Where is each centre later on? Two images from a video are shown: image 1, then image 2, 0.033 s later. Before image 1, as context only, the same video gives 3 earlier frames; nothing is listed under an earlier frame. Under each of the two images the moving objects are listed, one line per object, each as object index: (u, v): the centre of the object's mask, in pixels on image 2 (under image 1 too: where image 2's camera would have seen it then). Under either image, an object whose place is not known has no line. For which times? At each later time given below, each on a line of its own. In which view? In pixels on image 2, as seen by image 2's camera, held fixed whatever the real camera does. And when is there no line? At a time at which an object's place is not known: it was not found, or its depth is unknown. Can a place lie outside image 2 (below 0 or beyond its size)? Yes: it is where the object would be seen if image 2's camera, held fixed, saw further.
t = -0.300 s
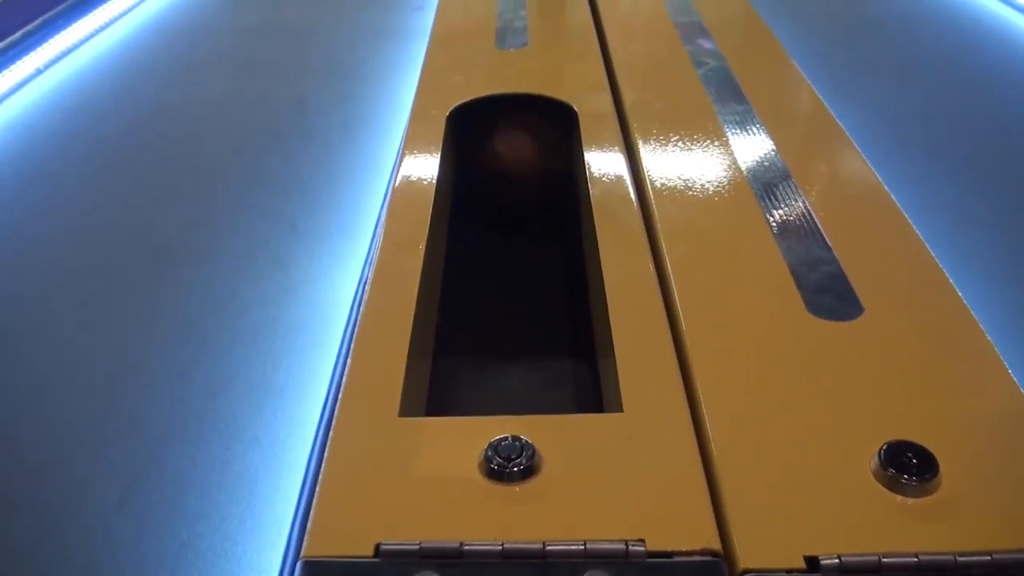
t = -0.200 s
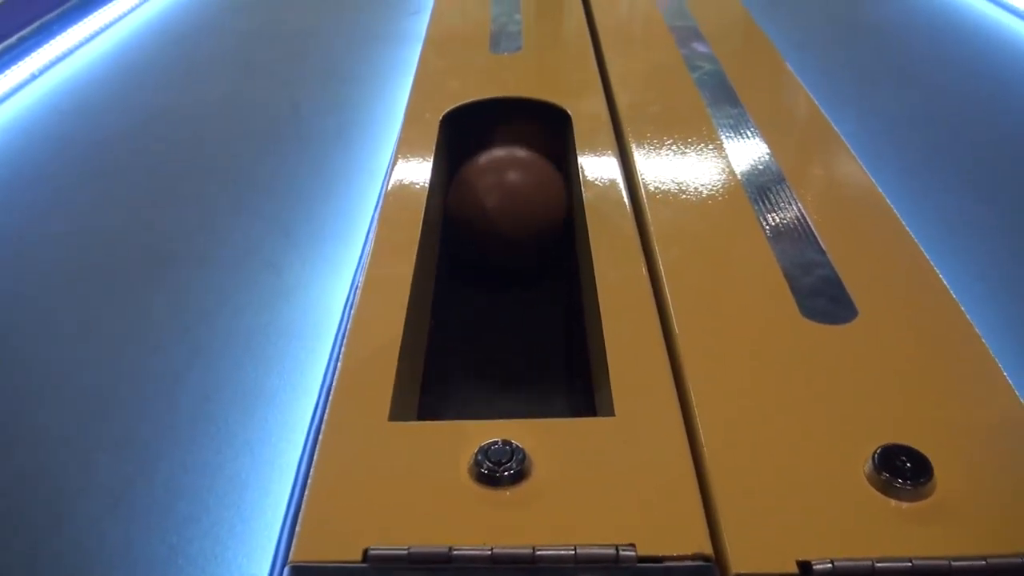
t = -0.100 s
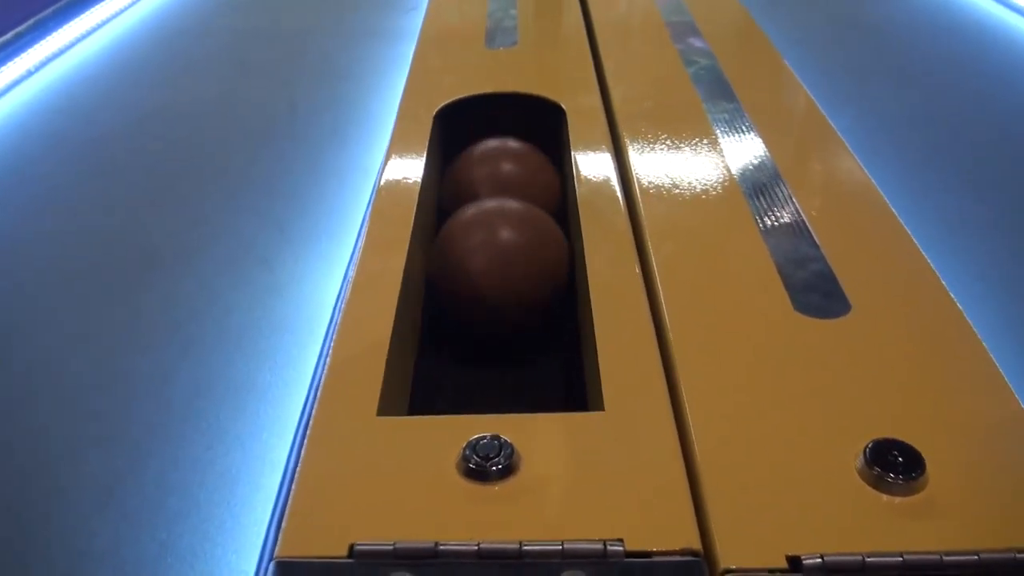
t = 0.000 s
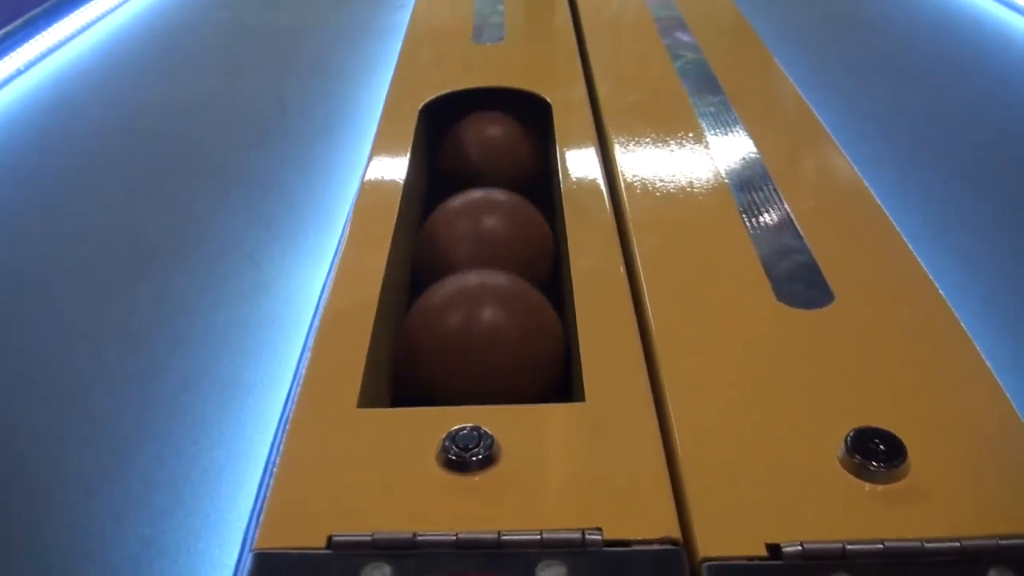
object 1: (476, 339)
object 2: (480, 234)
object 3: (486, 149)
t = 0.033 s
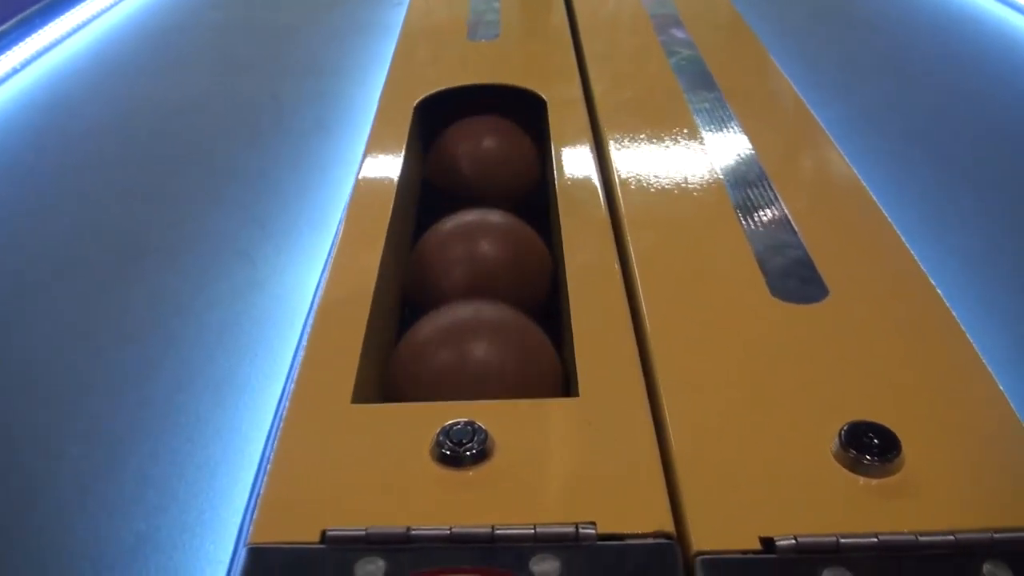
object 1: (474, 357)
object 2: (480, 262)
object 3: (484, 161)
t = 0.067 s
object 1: (474, 360)
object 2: (480, 274)
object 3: (483, 177)
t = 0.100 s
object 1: (475, 350)
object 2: (480, 257)
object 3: (482, 185)
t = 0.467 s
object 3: (484, 203)
